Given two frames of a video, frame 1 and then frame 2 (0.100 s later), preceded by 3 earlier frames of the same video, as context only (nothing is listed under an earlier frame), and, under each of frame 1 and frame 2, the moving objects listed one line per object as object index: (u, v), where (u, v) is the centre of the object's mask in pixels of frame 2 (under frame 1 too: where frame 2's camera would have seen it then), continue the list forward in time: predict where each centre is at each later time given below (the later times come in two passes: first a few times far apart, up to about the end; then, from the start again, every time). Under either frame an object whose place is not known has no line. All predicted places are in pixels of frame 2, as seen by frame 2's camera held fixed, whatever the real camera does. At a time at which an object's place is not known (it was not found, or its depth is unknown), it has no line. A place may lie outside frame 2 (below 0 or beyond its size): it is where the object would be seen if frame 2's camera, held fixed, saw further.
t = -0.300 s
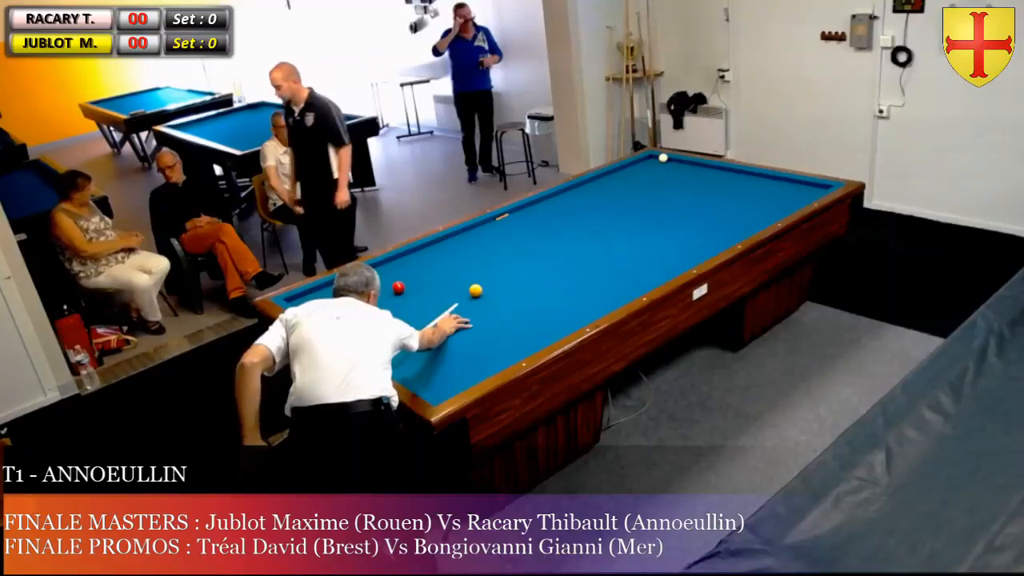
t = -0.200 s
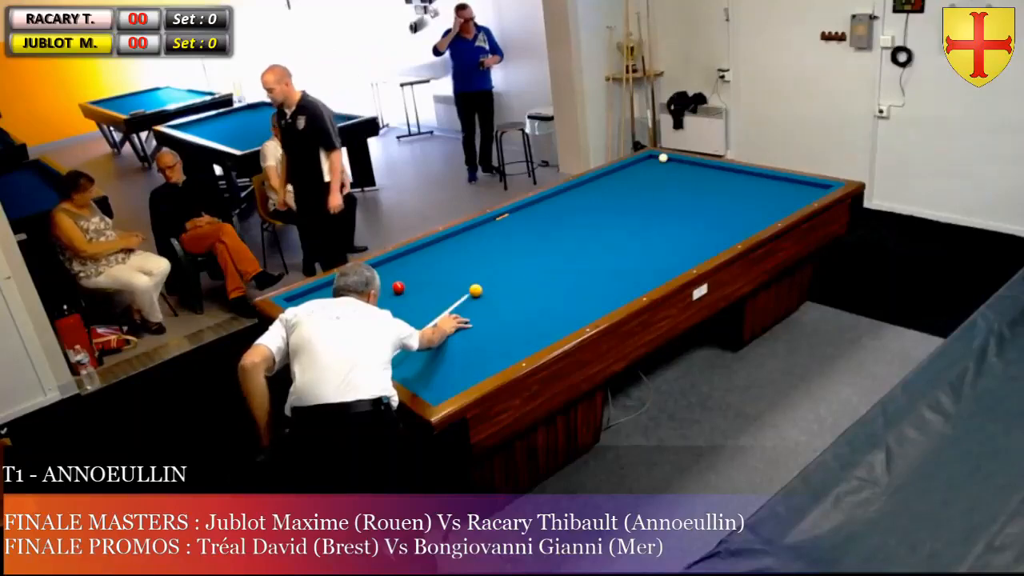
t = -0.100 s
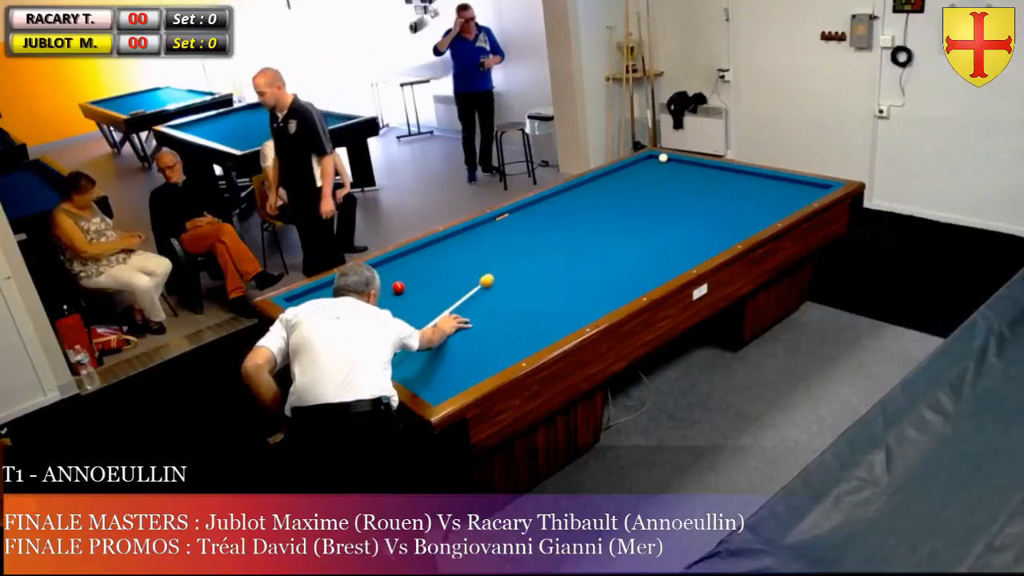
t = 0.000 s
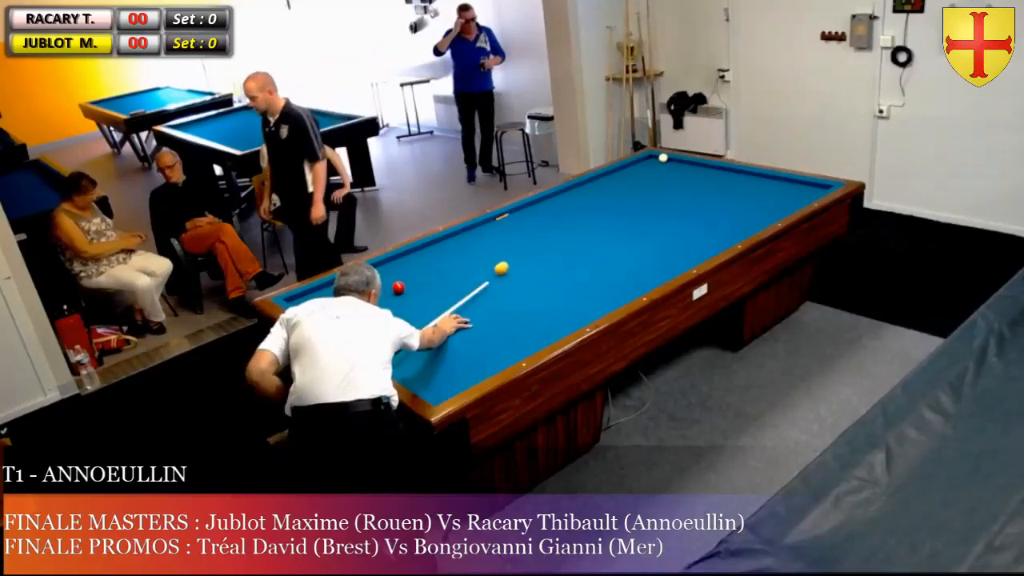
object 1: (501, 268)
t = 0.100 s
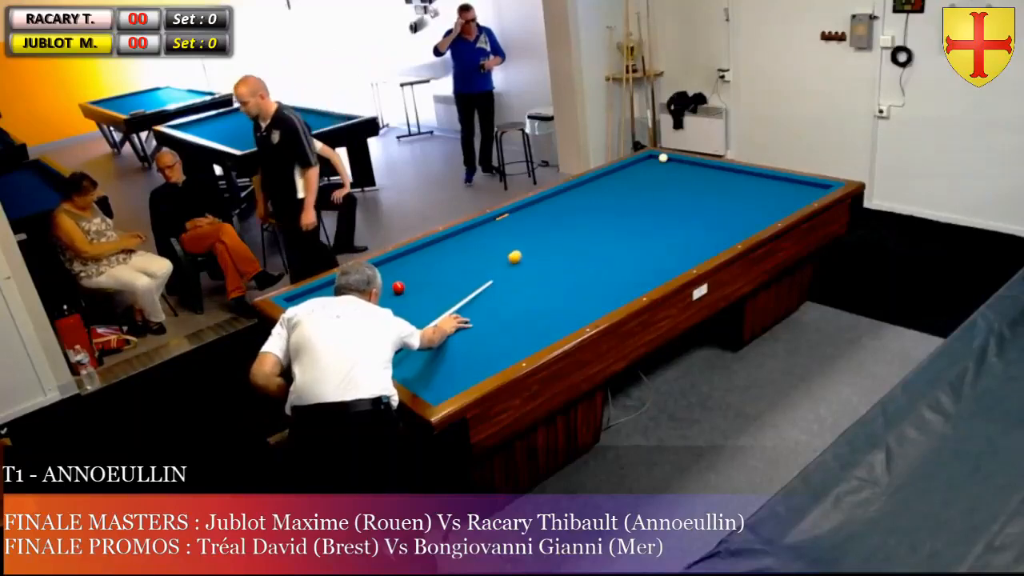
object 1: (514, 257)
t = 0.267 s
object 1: (535, 239)
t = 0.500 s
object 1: (561, 218)
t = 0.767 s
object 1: (587, 196)
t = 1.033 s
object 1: (609, 177)
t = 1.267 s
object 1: (633, 165)
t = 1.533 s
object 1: (654, 157)
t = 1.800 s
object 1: (650, 158)
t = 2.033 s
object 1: (646, 161)
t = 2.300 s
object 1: (640, 163)
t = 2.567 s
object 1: (635, 165)
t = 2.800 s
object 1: (630, 166)
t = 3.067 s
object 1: (625, 168)
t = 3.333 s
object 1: (620, 170)
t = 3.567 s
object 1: (617, 171)
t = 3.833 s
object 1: (612, 173)
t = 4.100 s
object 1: (608, 174)
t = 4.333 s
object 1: (605, 175)
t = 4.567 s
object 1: (602, 176)
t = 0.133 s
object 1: (519, 253)
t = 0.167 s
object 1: (523, 250)
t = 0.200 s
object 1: (527, 246)
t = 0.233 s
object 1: (531, 243)
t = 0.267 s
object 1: (535, 239)
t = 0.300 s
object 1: (539, 236)
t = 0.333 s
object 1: (543, 233)
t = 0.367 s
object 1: (546, 230)
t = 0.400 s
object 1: (550, 227)
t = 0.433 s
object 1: (554, 224)
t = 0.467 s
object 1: (557, 221)
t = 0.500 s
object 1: (561, 218)
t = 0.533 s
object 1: (564, 215)
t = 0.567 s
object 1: (568, 212)
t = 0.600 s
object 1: (571, 209)
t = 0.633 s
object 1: (574, 206)
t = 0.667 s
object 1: (577, 204)
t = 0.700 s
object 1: (581, 201)
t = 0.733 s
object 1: (584, 198)
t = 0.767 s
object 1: (587, 196)
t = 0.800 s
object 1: (590, 194)
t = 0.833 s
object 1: (592, 191)
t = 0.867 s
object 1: (595, 188)
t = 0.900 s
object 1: (598, 186)
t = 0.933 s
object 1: (601, 184)
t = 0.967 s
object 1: (604, 181)
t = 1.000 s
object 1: (607, 179)
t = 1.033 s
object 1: (609, 177)
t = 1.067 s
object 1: (612, 174)
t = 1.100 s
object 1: (614, 172)
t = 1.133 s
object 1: (617, 170)
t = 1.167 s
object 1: (619, 168)
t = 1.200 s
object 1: (624, 167)
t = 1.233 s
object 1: (628, 166)
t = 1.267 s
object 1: (633, 165)
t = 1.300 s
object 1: (638, 163)
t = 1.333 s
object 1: (642, 162)
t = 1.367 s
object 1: (646, 161)
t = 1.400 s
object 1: (651, 160)
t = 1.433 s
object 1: (654, 159)
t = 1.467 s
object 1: (654, 159)
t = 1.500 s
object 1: (654, 158)
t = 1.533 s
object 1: (654, 157)
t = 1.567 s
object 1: (654, 156)
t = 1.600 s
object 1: (655, 156)
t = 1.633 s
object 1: (654, 157)
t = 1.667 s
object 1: (653, 157)
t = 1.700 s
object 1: (652, 157)
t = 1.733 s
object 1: (652, 158)
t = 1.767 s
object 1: (651, 158)
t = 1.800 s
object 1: (650, 158)
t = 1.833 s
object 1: (650, 159)
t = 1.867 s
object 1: (649, 159)
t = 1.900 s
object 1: (648, 159)
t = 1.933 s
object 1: (647, 160)
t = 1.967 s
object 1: (647, 160)
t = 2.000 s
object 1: (646, 160)
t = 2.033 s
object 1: (646, 161)
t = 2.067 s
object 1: (645, 161)
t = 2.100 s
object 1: (644, 161)
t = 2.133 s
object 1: (644, 161)
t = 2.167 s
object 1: (643, 162)
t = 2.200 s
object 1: (642, 162)
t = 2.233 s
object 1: (642, 162)
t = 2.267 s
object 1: (641, 162)
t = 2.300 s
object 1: (640, 163)
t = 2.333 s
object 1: (640, 163)
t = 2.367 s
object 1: (639, 163)
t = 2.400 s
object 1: (638, 163)
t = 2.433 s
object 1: (637, 164)
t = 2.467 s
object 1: (637, 164)
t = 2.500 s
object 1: (636, 164)
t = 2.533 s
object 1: (635, 164)
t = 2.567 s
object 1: (635, 165)
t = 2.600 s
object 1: (634, 165)
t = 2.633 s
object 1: (634, 165)
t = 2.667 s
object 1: (633, 165)
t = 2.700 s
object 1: (632, 165)
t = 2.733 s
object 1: (632, 166)
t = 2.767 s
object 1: (631, 166)
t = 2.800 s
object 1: (630, 166)
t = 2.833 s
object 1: (630, 166)
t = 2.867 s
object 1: (629, 167)
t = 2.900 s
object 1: (628, 167)
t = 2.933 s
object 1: (628, 167)
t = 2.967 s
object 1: (627, 167)
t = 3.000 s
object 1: (627, 167)
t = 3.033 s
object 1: (626, 168)
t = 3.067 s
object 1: (625, 168)
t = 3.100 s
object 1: (625, 168)
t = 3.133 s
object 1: (624, 168)
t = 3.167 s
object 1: (624, 168)
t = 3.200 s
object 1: (623, 169)
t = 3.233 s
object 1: (622, 169)
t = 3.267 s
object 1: (622, 169)
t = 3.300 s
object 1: (621, 170)
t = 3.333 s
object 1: (620, 170)
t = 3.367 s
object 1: (620, 170)
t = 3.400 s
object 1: (619, 170)
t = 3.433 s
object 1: (619, 170)
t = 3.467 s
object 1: (618, 170)
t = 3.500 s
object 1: (618, 171)
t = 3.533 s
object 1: (617, 171)
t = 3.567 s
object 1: (617, 171)
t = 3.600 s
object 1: (616, 171)
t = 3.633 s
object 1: (616, 171)
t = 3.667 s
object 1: (615, 172)
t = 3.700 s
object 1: (615, 172)
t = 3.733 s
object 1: (614, 172)
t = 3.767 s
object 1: (614, 172)
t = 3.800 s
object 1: (613, 172)
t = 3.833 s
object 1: (612, 173)
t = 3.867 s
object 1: (612, 173)
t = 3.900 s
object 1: (611, 173)
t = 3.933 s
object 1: (611, 173)
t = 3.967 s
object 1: (610, 173)
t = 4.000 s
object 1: (610, 174)
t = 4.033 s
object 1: (609, 174)
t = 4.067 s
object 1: (609, 174)
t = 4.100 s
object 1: (608, 174)
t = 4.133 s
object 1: (608, 174)
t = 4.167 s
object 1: (607, 175)
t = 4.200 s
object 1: (607, 175)
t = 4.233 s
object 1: (606, 175)
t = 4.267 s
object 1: (606, 175)
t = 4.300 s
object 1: (605, 175)
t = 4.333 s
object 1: (605, 175)
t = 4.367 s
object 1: (605, 176)
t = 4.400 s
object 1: (604, 176)
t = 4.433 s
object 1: (604, 176)
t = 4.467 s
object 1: (603, 176)
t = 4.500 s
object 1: (603, 176)
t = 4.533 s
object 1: (602, 176)
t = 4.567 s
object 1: (602, 176)
